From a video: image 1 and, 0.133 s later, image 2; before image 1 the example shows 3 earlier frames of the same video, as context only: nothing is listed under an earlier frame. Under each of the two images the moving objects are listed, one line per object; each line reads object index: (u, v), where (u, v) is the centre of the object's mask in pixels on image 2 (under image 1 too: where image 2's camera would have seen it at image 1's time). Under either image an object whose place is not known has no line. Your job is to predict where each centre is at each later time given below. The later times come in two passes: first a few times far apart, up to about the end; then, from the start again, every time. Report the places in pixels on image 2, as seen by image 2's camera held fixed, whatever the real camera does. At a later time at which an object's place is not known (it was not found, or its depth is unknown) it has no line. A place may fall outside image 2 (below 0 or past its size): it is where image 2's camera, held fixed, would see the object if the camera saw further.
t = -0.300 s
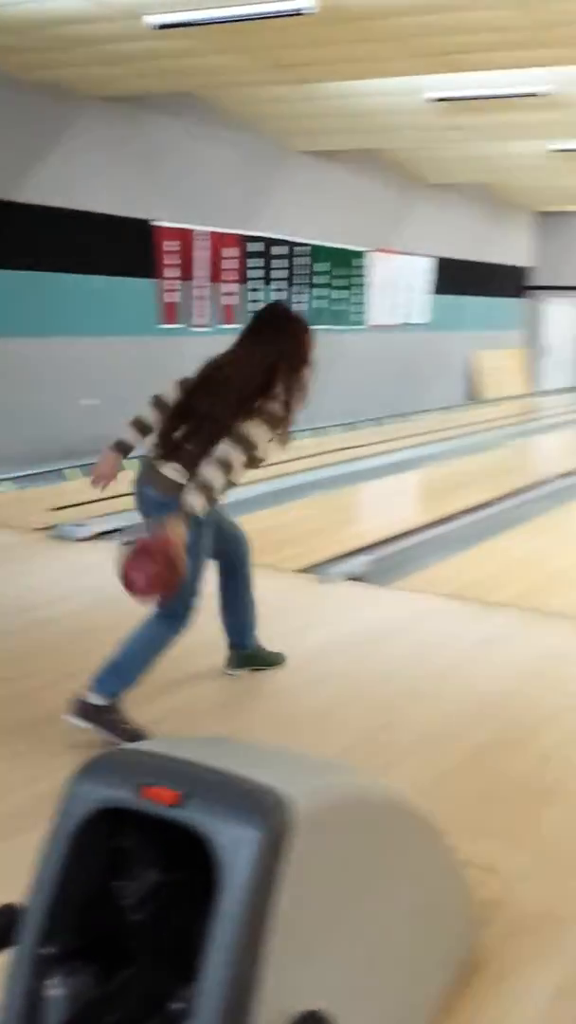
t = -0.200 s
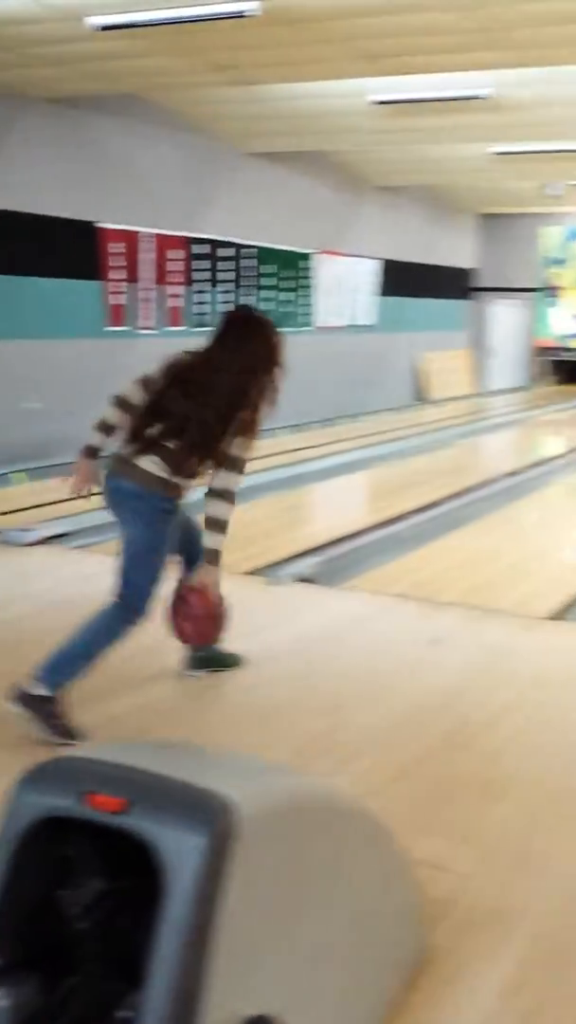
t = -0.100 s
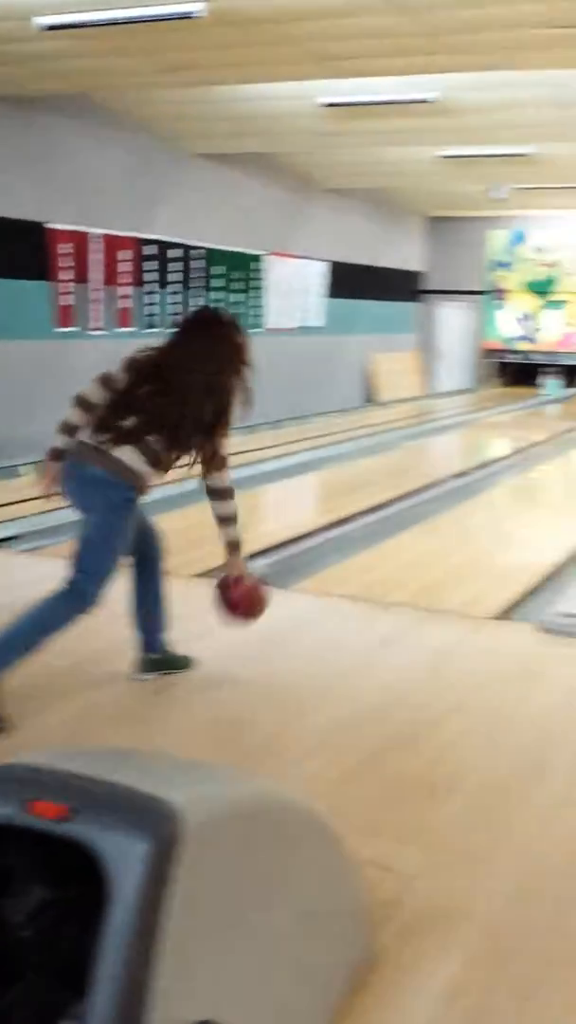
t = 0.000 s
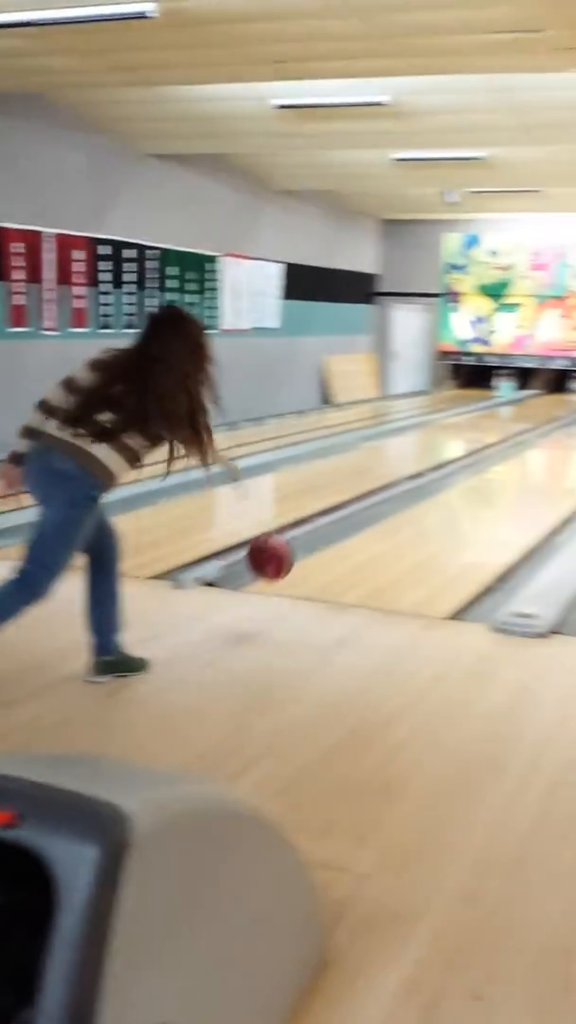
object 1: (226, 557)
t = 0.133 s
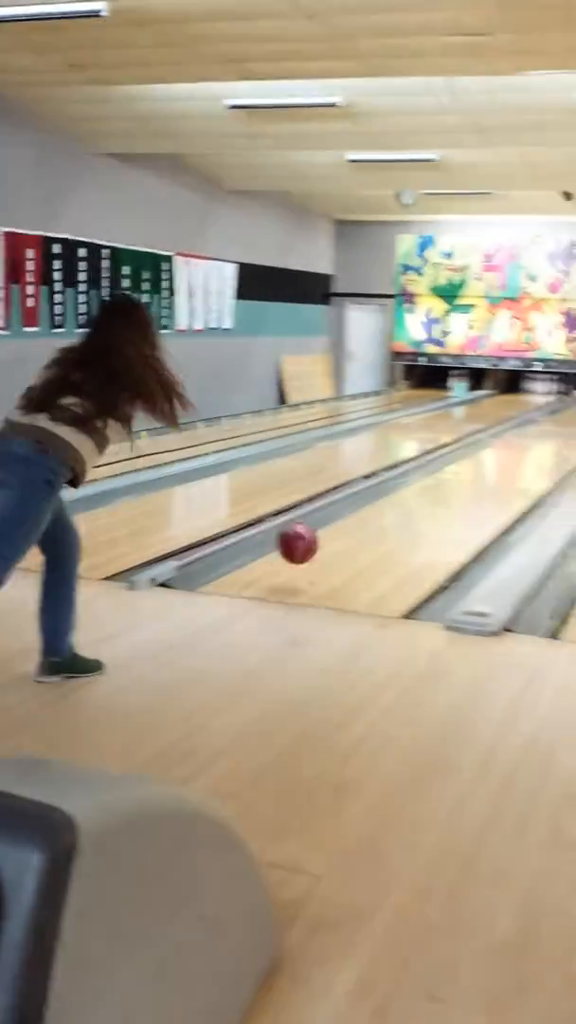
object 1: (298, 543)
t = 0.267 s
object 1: (353, 539)
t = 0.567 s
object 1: (437, 498)
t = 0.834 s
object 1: (489, 471)
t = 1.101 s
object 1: (526, 452)
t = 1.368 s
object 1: (553, 437)
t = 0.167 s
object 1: (312, 545)
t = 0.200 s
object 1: (326, 549)
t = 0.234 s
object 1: (340, 550)
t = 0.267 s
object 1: (353, 539)
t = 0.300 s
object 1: (364, 533)
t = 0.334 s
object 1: (375, 528)
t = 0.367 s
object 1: (385, 526)
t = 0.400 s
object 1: (396, 520)
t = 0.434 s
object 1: (405, 515)
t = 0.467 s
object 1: (414, 511)
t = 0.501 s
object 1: (423, 506)
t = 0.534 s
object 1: (431, 501)
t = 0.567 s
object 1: (437, 498)
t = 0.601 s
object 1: (446, 493)
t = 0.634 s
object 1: (452, 490)
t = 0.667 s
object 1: (459, 486)
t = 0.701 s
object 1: (466, 483)
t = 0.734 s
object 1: (472, 480)
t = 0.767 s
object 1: (478, 477)
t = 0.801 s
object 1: (484, 474)
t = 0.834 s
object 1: (489, 471)
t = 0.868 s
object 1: (495, 468)
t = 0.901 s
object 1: (500, 466)
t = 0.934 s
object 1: (505, 463)
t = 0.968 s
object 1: (510, 460)
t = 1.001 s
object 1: (514, 458)
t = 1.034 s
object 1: (518, 456)
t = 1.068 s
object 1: (522, 454)
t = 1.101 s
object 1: (526, 452)
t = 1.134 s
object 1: (530, 450)
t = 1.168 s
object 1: (534, 447)
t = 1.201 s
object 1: (538, 445)
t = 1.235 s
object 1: (541, 444)
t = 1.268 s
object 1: (545, 441)
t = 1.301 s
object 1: (549, 440)
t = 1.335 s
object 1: (553, 438)
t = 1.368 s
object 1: (553, 437)
